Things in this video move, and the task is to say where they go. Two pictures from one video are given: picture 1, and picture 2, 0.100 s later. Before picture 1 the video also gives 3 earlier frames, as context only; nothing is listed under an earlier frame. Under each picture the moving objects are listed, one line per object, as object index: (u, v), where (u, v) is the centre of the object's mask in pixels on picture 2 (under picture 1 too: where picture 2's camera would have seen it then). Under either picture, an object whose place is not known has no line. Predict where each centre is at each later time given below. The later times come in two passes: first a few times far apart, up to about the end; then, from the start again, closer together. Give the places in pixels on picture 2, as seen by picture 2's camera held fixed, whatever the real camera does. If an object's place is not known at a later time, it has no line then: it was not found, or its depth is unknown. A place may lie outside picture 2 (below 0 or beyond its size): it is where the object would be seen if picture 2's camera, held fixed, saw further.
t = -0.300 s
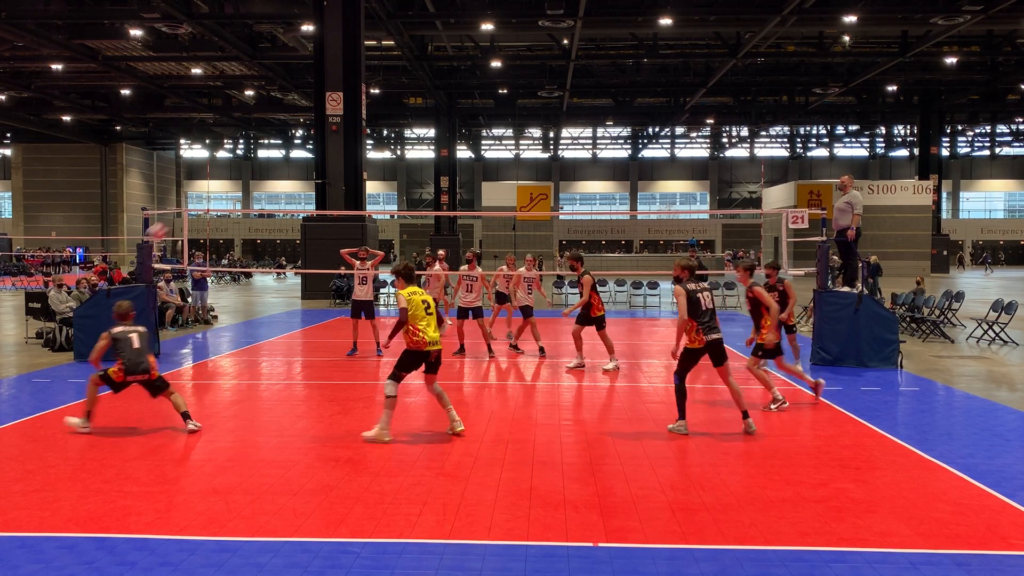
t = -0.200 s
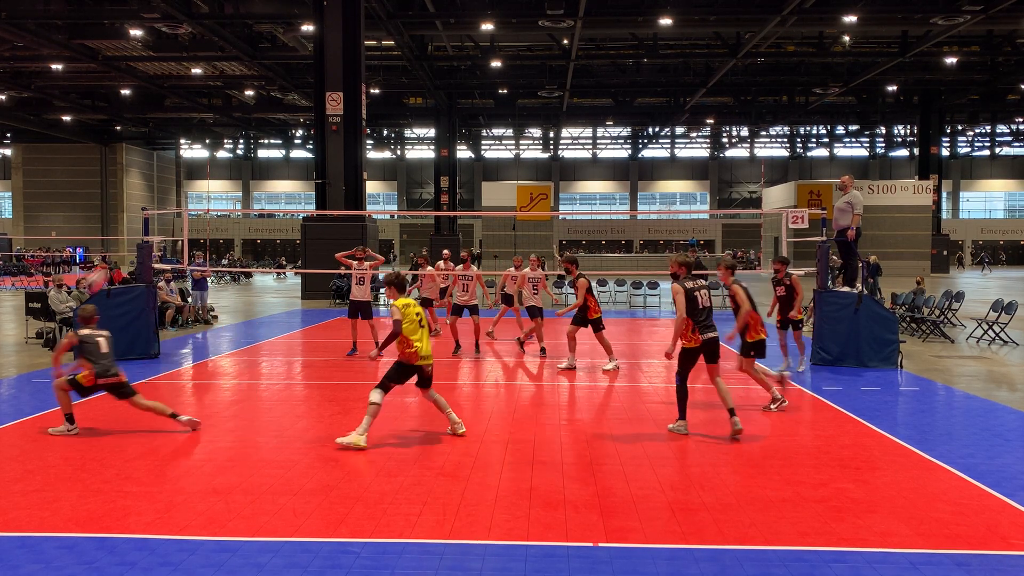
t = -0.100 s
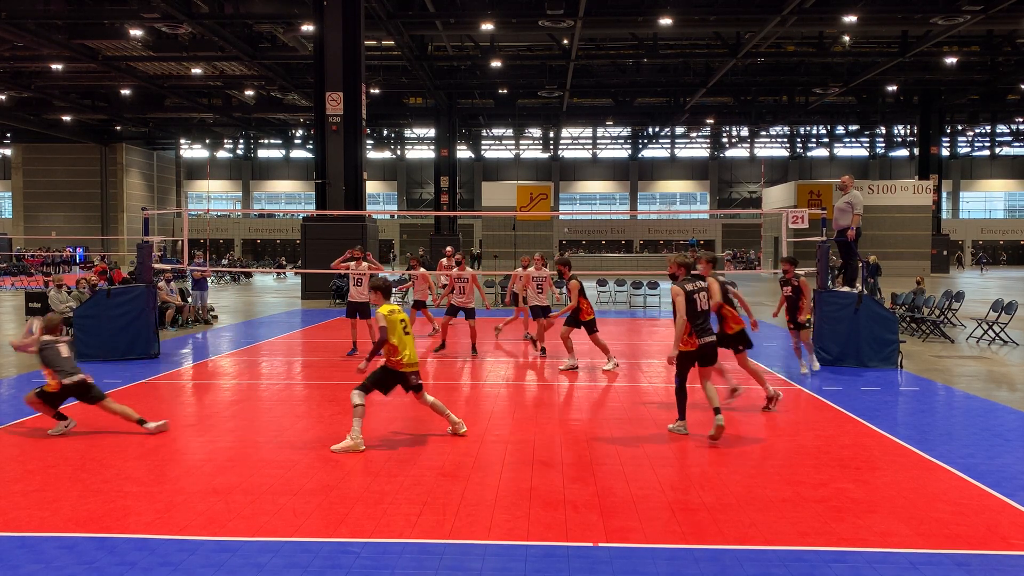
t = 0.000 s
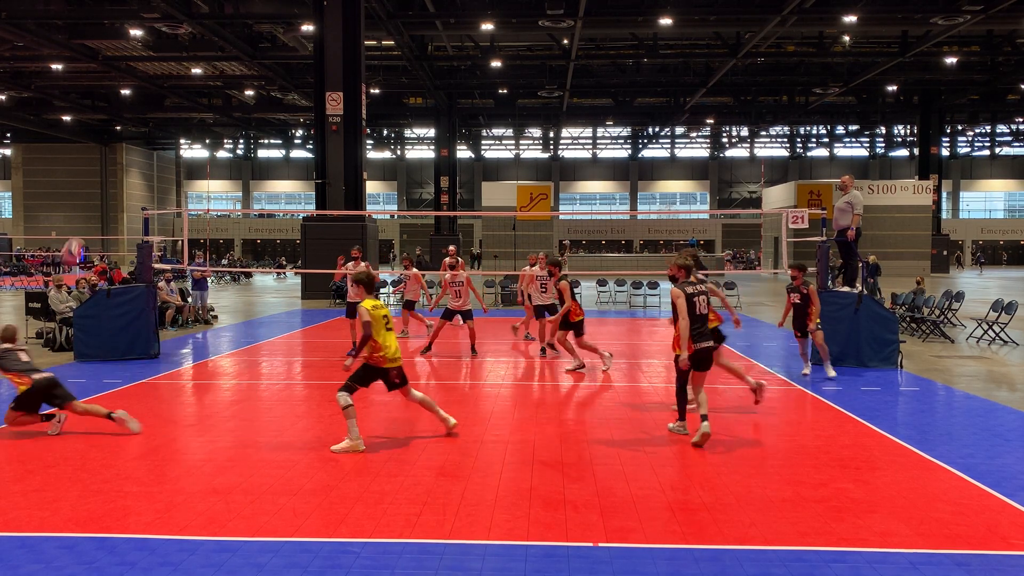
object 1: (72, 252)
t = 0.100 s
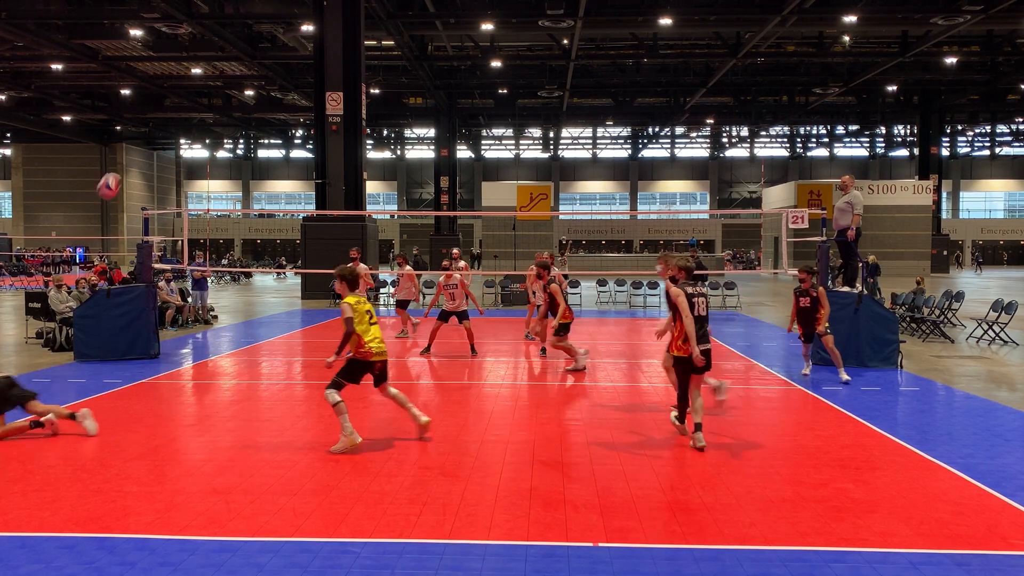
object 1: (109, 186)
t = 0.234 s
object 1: (156, 117)
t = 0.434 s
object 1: (221, 49)
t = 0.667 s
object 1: (292, 18)
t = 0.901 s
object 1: (357, 34)
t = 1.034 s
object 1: (392, 62)
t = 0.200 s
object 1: (144, 132)
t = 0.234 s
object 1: (156, 117)
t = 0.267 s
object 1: (167, 102)
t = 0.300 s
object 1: (178, 89)
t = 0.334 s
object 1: (189, 78)
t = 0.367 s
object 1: (200, 67)
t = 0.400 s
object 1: (211, 58)
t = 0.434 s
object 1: (221, 49)
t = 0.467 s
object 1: (232, 41)
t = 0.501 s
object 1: (242, 35)
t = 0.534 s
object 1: (253, 29)
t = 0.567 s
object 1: (262, 25)
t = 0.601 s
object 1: (272, 22)
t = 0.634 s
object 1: (282, 20)
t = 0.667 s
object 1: (292, 18)
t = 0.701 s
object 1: (302, 17)
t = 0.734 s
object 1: (311, 18)
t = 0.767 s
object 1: (321, 19)
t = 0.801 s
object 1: (330, 22)
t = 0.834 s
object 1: (339, 25)
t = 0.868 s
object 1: (348, 29)
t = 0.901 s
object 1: (357, 34)
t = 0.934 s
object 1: (366, 40)
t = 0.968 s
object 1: (375, 47)
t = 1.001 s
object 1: (383, 54)
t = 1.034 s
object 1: (392, 62)
